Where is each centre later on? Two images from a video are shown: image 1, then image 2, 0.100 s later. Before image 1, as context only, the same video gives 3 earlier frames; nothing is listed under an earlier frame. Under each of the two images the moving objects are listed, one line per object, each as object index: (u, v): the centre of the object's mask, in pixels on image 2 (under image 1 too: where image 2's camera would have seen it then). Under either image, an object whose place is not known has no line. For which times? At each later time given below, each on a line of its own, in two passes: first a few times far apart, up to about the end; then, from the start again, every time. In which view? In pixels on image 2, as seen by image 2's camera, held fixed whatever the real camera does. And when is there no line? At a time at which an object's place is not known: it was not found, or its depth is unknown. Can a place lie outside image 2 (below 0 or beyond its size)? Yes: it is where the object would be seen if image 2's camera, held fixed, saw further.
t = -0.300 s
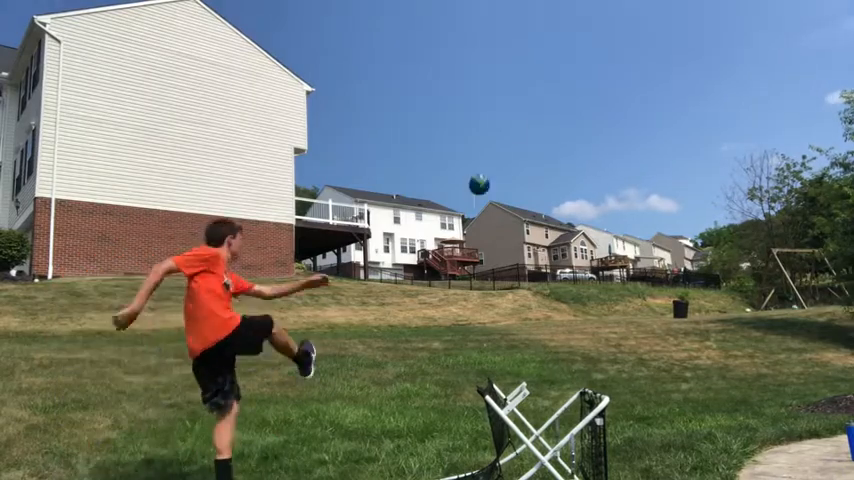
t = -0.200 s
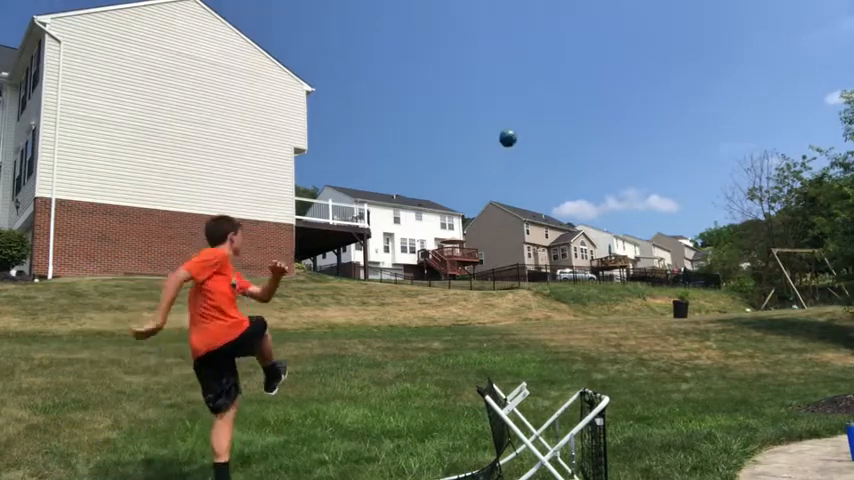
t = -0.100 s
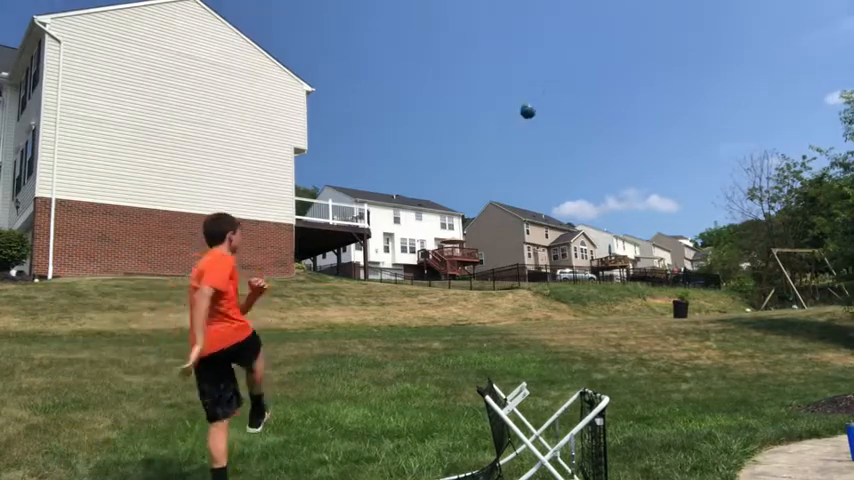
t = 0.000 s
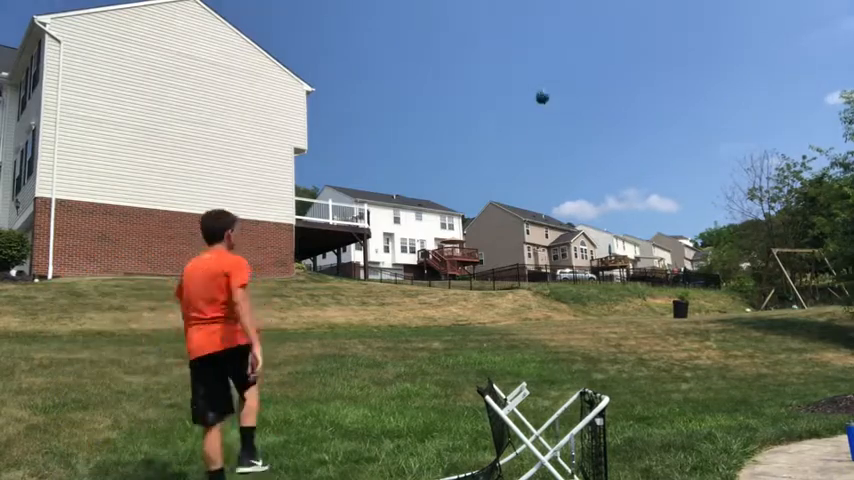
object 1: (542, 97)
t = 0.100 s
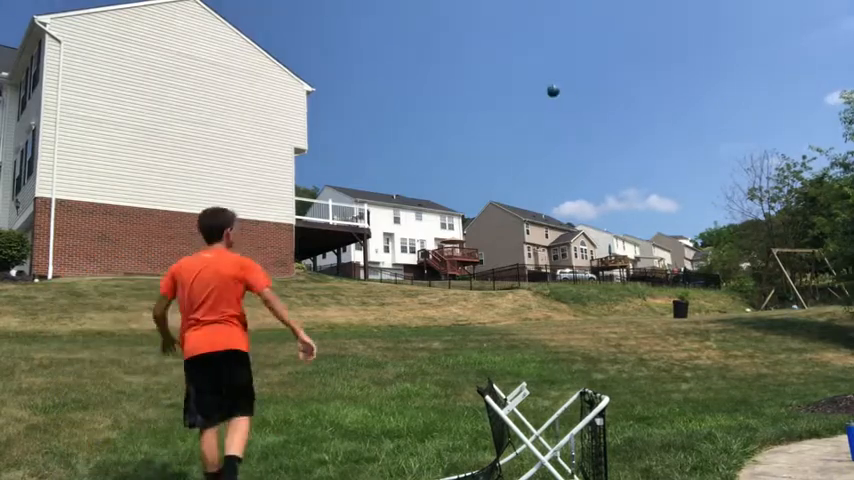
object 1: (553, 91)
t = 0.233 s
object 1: (563, 92)
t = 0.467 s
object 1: (576, 108)
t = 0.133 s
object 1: (555, 91)
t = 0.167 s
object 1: (558, 90)
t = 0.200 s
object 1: (560, 91)
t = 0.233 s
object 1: (563, 92)
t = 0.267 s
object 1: (565, 93)
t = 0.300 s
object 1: (567, 94)
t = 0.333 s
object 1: (569, 96)
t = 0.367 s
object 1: (571, 98)
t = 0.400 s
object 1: (573, 101)
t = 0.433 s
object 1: (575, 104)
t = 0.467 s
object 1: (576, 108)
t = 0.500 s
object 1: (578, 111)
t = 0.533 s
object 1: (580, 114)
